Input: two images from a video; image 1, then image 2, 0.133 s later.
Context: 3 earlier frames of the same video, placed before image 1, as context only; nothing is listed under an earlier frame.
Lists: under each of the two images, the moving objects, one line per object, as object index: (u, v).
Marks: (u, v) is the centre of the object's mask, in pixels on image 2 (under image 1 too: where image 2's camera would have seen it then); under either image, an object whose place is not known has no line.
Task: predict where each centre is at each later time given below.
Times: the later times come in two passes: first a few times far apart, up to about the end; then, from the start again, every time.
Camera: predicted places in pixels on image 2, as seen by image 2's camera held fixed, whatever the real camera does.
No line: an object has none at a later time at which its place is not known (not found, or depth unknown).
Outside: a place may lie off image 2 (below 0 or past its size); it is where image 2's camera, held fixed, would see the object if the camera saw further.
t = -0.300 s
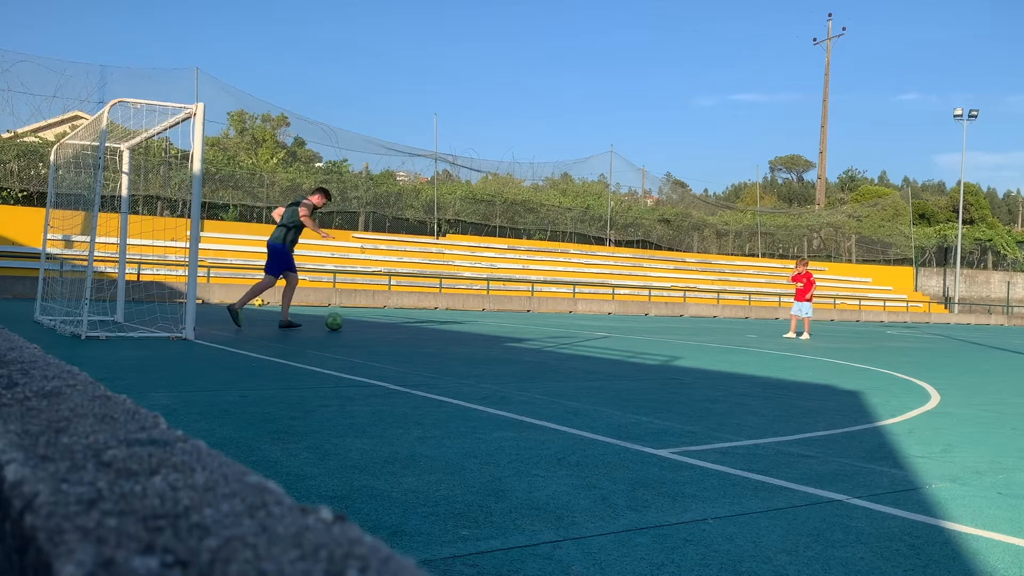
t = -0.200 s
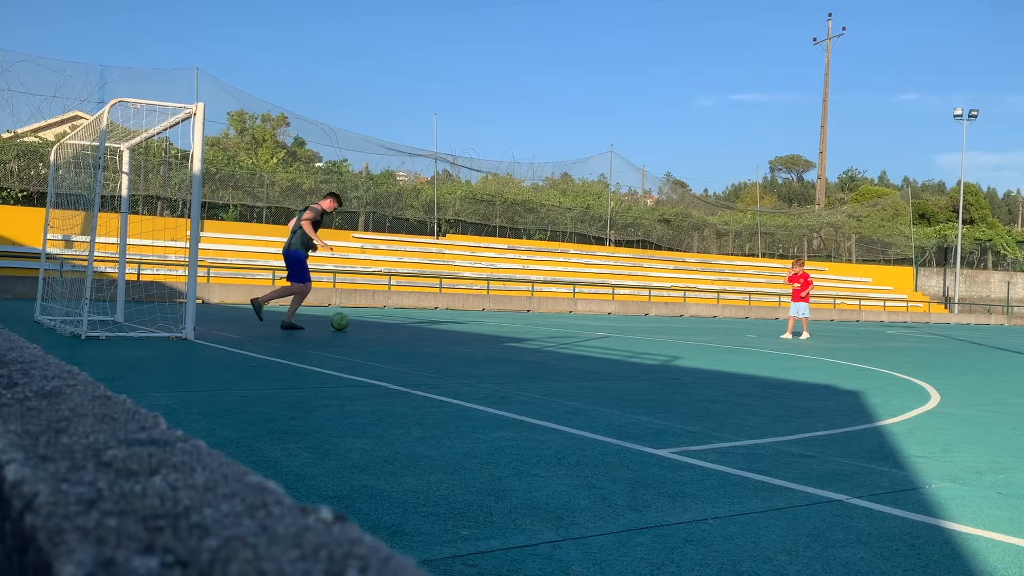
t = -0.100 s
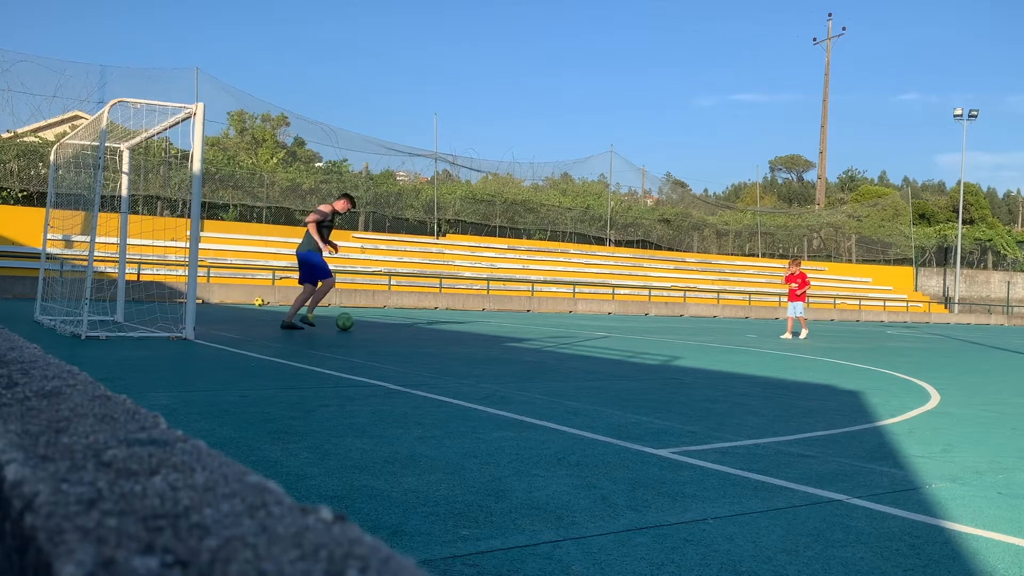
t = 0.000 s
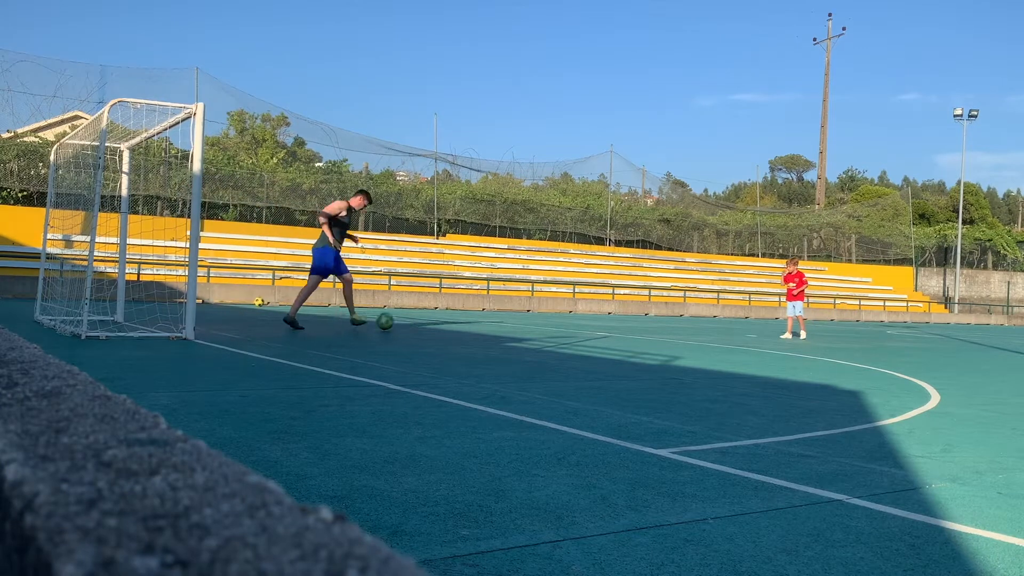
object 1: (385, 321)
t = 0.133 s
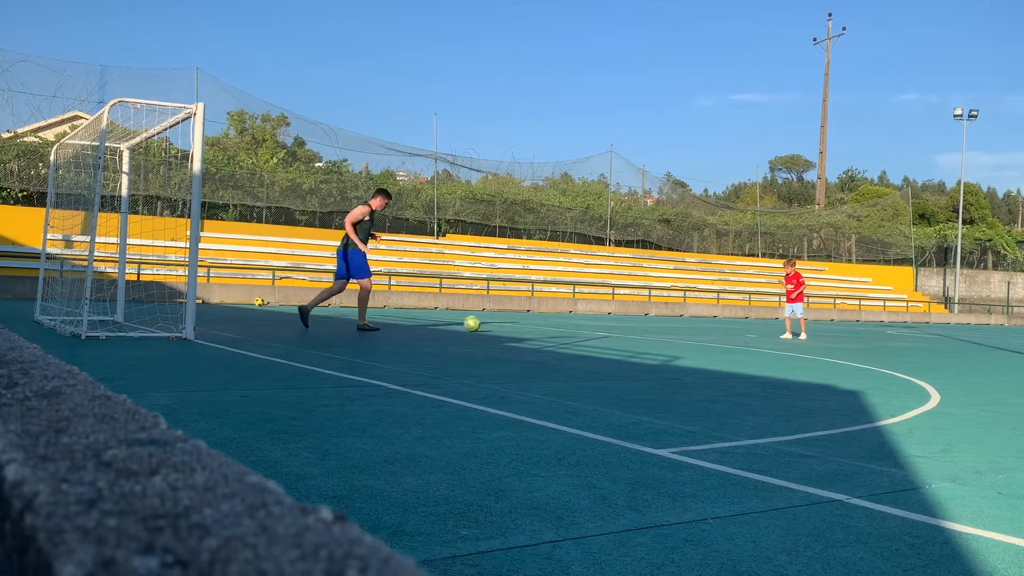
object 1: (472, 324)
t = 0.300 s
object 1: (559, 326)
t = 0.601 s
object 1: (672, 328)
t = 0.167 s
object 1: (491, 324)
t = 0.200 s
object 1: (509, 324)
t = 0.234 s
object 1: (527, 325)
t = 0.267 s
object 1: (543, 325)
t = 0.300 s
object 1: (559, 326)
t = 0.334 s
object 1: (573, 326)
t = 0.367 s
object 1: (588, 326)
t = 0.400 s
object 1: (602, 327)
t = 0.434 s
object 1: (615, 326)
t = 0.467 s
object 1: (627, 327)
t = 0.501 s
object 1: (639, 328)
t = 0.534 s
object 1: (651, 328)
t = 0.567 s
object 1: (662, 328)
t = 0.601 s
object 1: (672, 328)
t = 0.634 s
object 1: (683, 328)
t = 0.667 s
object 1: (692, 329)
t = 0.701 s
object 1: (701, 329)
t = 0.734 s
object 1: (711, 329)
